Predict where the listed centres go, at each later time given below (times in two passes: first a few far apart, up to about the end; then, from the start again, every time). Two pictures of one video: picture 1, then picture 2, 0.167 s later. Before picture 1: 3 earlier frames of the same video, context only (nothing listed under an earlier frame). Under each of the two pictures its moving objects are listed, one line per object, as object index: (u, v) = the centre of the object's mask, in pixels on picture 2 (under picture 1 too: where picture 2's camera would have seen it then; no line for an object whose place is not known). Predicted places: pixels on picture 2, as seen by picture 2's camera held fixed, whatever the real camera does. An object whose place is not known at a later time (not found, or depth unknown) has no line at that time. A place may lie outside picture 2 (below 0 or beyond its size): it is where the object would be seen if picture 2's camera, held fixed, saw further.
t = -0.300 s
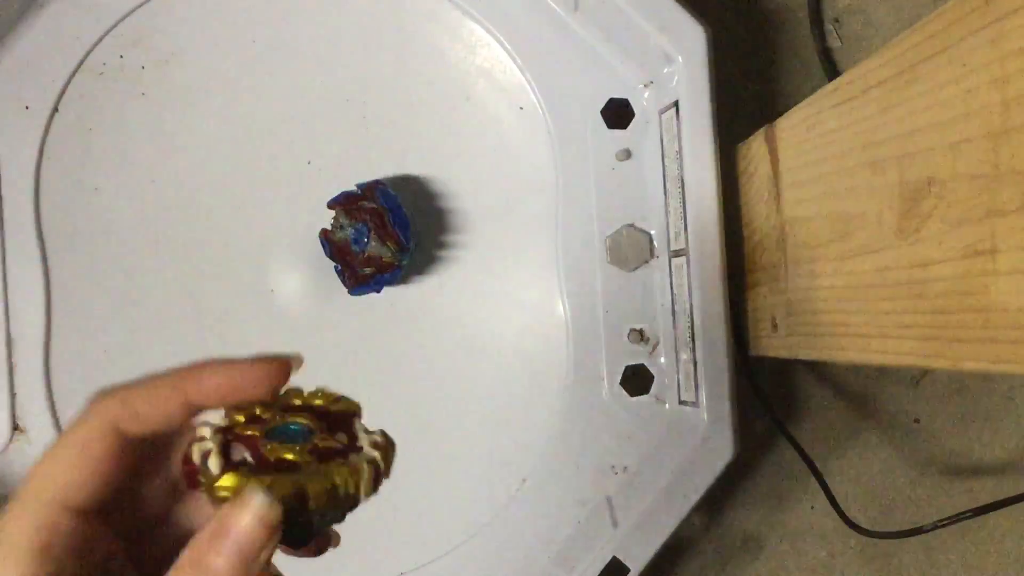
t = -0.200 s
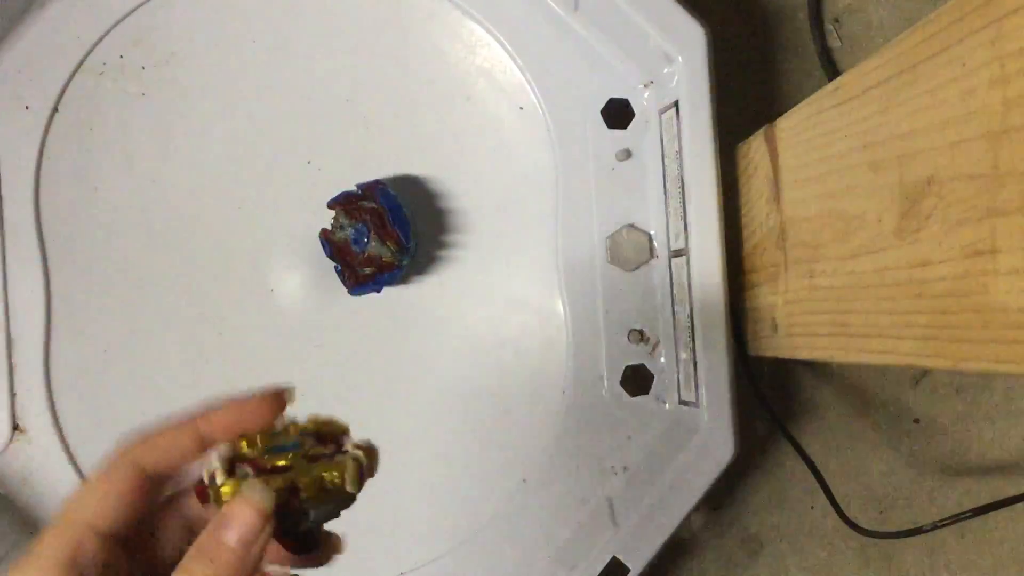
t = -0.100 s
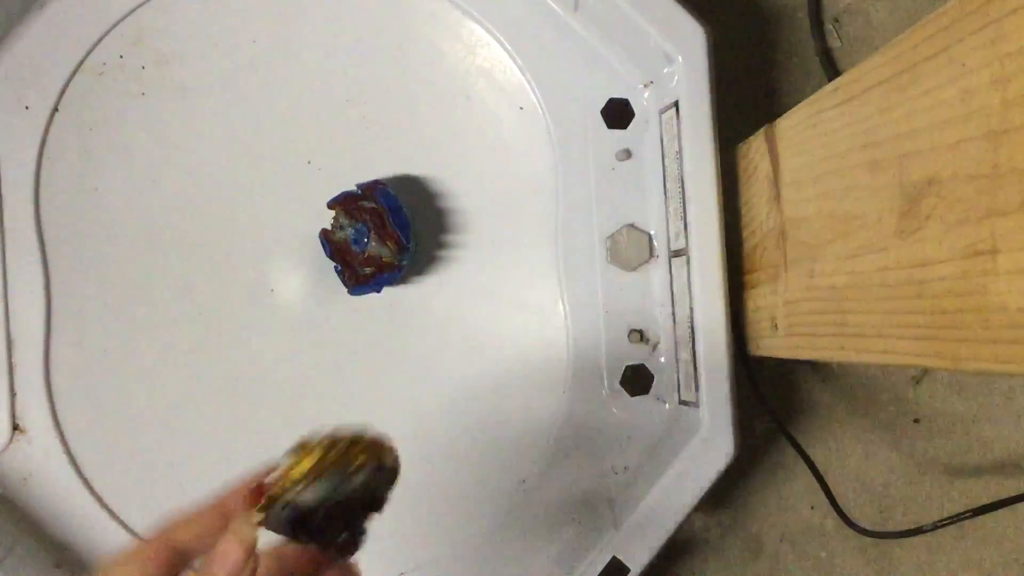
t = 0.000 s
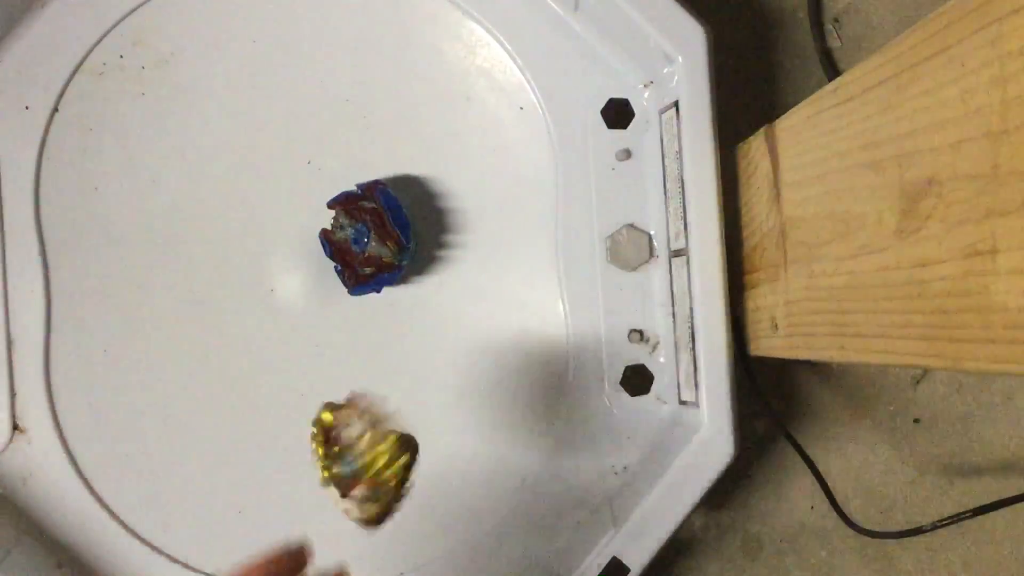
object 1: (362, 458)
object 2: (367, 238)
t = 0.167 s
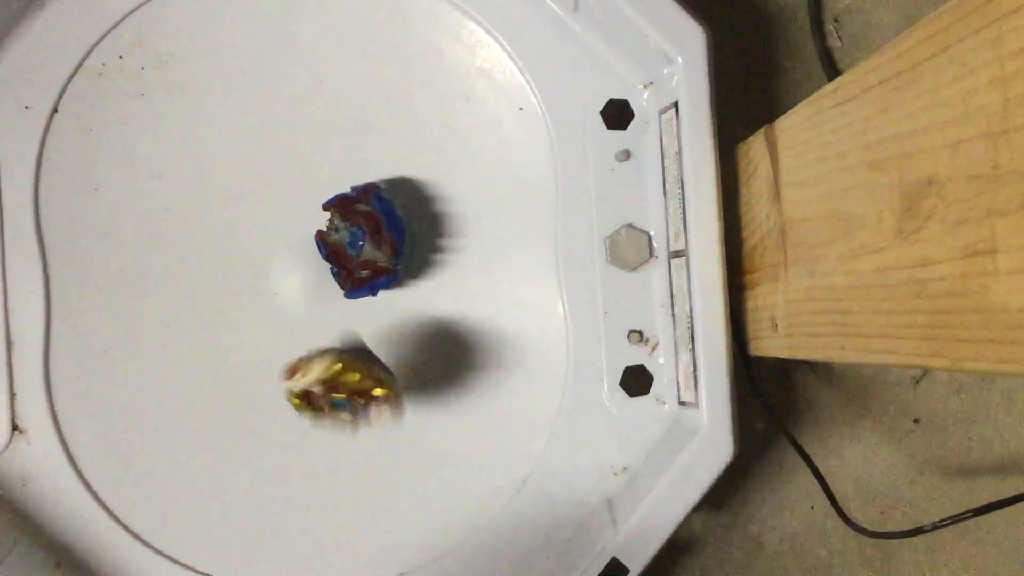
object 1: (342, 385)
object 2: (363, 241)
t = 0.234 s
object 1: (322, 351)
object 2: (360, 242)
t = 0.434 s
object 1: (246, 329)
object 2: (364, 192)
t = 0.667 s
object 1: (246, 325)
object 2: (352, 218)
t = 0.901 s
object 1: (246, 326)
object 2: (360, 214)
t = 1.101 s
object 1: (246, 325)
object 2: (359, 215)
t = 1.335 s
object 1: (246, 326)
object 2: (359, 215)
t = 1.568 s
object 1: (246, 325)
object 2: (359, 215)
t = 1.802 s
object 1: (246, 325)
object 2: (359, 215)
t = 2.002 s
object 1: (246, 325)
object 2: (359, 215)
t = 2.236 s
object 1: (246, 326)
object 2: (359, 215)
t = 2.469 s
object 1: (246, 326)
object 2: (359, 215)
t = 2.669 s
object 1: (246, 326)
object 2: (359, 215)
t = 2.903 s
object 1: (246, 326)
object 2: (359, 215)
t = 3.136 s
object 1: (246, 326)
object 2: (359, 215)
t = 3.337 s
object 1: (246, 326)
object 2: (359, 215)
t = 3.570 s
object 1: (246, 326)
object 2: (359, 215)
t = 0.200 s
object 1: (327, 362)
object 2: (361, 241)
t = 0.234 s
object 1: (322, 351)
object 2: (360, 242)
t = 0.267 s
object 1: (311, 345)
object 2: (362, 230)
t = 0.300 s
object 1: (298, 330)
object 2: (363, 215)
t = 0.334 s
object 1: (278, 335)
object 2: (366, 202)
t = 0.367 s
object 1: (267, 334)
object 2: (365, 195)
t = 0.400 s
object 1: (252, 332)
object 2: (366, 192)
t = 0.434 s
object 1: (246, 329)
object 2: (364, 192)
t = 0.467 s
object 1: (245, 327)
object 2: (363, 197)
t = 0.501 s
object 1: (245, 326)
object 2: (361, 205)
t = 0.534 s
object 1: (246, 326)
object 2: (357, 212)
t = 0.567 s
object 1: (246, 326)
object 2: (353, 216)
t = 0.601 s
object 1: (246, 325)
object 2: (351, 218)
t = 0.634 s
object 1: (246, 325)
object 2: (352, 218)
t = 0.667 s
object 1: (246, 325)
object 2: (352, 218)
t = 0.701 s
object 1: (246, 325)
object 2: (353, 217)
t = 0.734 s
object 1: (246, 325)
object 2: (356, 215)
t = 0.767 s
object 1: (246, 325)
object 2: (362, 212)
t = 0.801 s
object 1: (246, 325)
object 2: (365, 209)
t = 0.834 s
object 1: (246, 325)
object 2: (365, 210)
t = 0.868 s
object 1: (246, 325)
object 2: (363, 212)
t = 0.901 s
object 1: (246, 326)
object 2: (360, 214)
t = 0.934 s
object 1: (246, 325)
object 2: (359, 215)
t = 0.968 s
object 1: (246, 326)
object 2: (359, 215)
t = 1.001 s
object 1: (246, 325)
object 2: (359, 215)
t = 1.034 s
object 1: (246, 325)
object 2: (359, 215)
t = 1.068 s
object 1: (246, 325)
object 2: (359, 215)
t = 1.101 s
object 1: (246, 325)
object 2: (359, 215)
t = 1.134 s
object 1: (246, 326)
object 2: (359, 215)
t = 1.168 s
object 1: (246, 326)
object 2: (359, 215)
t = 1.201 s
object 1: (246, 325)
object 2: (359, 215)
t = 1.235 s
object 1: (246, 325)
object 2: (359, 215)
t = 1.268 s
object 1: (246, 325)
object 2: (359, 215)
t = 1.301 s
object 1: (246, 326)
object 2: (359, 215)
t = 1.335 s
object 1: (246, 326)
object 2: (359, 215)
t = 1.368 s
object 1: (246, 325)
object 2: (359, 215)
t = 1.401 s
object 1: (246, 325)
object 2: (359, 215)
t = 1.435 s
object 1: (246, 326)
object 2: (359, 215)
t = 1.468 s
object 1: (246, 325)
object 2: (359, 215)
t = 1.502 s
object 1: (246, 325)
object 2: (359, 215)
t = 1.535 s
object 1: (246, 325)
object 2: (359, 215)
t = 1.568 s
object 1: (246, 325)
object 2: (359, 215)
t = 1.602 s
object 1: (246, 325)
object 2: (359, 215)
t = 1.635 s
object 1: (246, 325)
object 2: (359, 215)
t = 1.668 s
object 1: (246, 325)
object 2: (359, 215)
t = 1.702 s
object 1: (246, 325)
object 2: (359, 215)
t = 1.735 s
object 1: (246, 325)
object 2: (359, 215)
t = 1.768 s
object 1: (246, 325)
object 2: (359, 215)
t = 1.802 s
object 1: (246, 325)
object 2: (359, 215)
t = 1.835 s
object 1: (246, 325)
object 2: (359, 215)
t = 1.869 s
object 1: (246, 325)
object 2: (359, 215)
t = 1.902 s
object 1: (246, 325)
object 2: (359, 215)
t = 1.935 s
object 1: (246, 325)
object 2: (359, 215)
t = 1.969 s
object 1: (246, 325)
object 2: (359, 215)
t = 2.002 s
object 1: (246, 325)
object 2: (359, 215)
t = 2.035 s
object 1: (246, 326)
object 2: (359, 215)
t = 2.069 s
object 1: (246, 326)
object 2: (359, 215)
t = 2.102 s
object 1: (246, 325)
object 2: (359, 215)
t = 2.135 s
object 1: (246, 325)
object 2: (359, 215)
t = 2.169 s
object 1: (246, 326)
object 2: (359, 215)
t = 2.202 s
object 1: (246, 326)
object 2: (359, 215)
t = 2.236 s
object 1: (246, 326)
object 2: (359, 215)
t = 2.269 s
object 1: (246, 326)
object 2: (359, 215)
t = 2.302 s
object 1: (246, 326)
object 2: (359, 215)
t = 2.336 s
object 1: (246, 326)
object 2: (359, 215)
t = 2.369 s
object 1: (246, 326)
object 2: (359, 215)
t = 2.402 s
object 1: (246, 326)
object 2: (359, 215)
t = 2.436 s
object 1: (246, 326)
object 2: (359, 215)
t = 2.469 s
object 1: (246, 326)
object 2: (359, 215)
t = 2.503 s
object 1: (246, 326)
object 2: (359, 215)
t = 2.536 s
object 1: (246, 326)
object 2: (359, 215)
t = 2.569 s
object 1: (246, 326)
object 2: (359, 215)
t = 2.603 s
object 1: (246, 326)
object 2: (359, 215)
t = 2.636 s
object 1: (246, 326)
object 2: (359, 215)
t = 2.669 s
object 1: (246, 326)
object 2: (359, 215)
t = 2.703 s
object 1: (246, 326)
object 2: (359, 215)
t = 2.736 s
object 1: (246, 326)
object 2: (359, 215)
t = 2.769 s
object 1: (246, 326)
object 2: (359, 215)
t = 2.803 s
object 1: (246, 326)
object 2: (359, 215)
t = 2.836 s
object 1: (246, 326)
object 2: (359, 215)
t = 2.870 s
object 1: (246, 326)
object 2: (360, 215)
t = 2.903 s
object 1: (246, 326)
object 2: (359, 215)
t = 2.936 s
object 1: (246, 326)
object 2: (359, 215)
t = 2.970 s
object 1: (246, 326)
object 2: (360, 215)
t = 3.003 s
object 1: (246, 326)
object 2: (360, 215)
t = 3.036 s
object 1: (245, 326)
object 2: (359, 215)
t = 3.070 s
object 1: (246, 326)
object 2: (359, 215)
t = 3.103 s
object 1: (246, 326)
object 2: (359, 215)
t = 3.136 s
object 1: (246, 326)
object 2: (359, 215)
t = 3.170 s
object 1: (246, 326)
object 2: (359, 215)
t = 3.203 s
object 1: (246, 326)
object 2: (359, 215)
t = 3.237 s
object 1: (246, 326)
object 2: (359, 215)
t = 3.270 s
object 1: (246, 326)
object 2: (359, 215)
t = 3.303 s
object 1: (246, 326)
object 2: (359, 215)
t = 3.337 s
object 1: (246, 326)
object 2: (359, 215)
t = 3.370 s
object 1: (246, 326)
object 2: (359, 215)
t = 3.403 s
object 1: (246, 326)
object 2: (359, 215)
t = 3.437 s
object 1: (246, 326)
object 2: (359, 215)
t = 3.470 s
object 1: (246, 326)
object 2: (359, 215)
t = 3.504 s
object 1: (246, 326)
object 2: (359, 215)
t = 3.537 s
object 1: (246, 326)
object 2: (359, 215)
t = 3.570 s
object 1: (246, 326)
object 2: (359, 215)
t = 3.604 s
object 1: (246, 326)
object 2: (359, 215)
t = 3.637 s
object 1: (246, 326)
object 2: (359, 215)
